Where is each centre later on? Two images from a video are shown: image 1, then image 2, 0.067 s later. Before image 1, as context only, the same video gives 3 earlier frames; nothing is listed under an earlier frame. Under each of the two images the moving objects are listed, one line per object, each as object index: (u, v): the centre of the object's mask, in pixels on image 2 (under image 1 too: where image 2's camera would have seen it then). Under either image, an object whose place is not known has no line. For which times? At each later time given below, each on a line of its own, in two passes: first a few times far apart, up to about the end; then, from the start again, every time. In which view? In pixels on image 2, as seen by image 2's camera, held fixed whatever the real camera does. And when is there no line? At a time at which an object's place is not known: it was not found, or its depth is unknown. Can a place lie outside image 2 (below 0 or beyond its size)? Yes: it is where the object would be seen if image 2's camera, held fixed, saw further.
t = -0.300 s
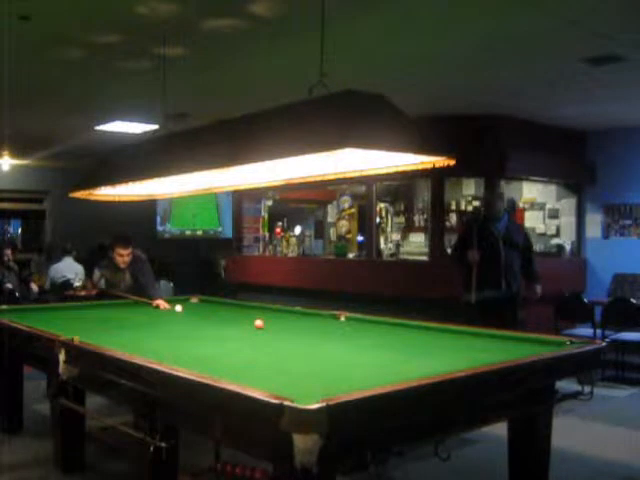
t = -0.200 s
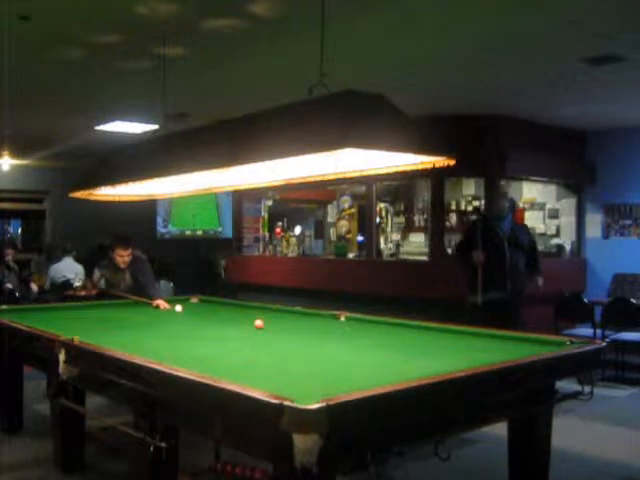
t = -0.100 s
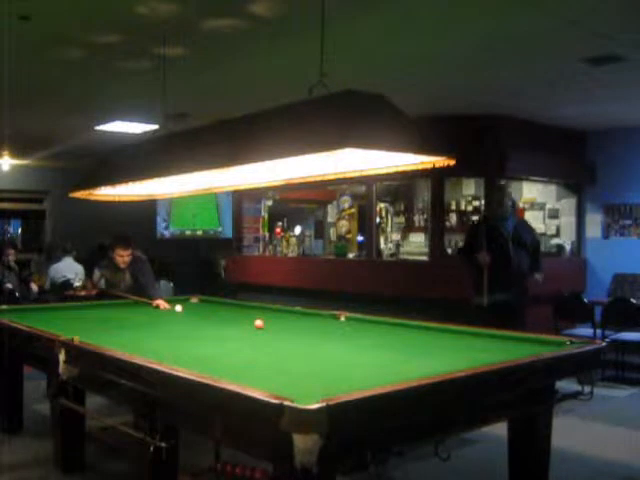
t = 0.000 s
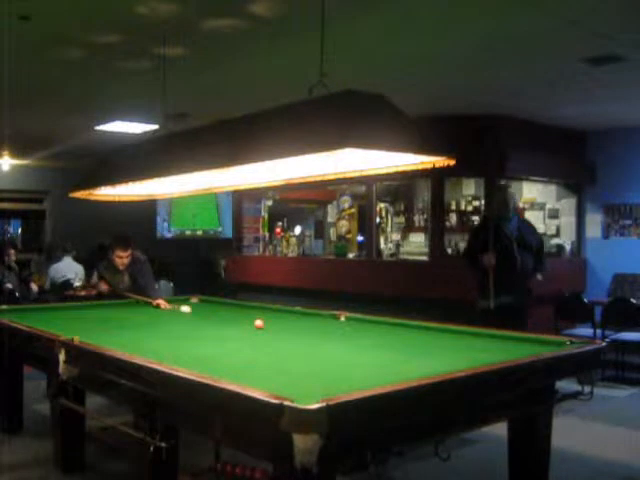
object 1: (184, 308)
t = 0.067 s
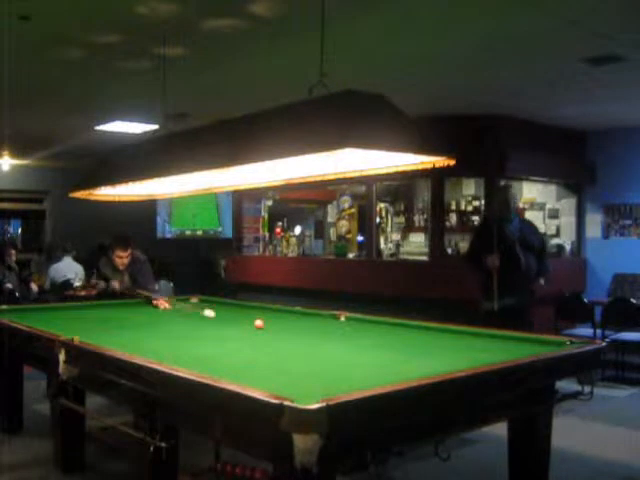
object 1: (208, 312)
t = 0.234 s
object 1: (275, 321)
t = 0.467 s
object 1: (355, 321)
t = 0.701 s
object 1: (386, 325)
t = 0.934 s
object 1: (391, 330)
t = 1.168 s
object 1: (398, 337)
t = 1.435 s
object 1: (407, 344)
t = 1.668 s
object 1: (415, 352)
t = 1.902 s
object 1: (425, 360)
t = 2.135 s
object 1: (436, 367)
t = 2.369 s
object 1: (413, 368)
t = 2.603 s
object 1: (386, 370)
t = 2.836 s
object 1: (359, 368)
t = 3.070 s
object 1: (336, 367)
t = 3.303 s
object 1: (314, 367)
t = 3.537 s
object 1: (295, 366)
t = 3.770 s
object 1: (277, 365)
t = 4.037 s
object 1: (259, 364)
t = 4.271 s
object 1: (244, 363)
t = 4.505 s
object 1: (232, 363)
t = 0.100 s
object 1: (222, 315)
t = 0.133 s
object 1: (234, 317)
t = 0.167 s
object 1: (248, 320)
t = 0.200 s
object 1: (263, 321)
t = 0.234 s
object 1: (275, 321)
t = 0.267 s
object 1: (287, 321)
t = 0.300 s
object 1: (298, 321)
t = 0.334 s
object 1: (310, 321)
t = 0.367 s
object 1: (321, 322)
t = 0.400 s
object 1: (332, 321)
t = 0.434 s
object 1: (343, 322)
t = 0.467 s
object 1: (355, 321)
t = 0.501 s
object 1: (366, 322)
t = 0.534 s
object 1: (376, 322)
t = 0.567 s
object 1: (387, 322)
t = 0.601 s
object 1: (388, 323)
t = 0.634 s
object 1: (387, 324)
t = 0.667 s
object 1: (387, 324)
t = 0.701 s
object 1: (386, 325)
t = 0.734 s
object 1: (386, 325)
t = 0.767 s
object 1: (387, 326)
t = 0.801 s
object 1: (387, 327)
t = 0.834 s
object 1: (388, 328)
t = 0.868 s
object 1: (389, 329)
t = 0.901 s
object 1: (390, 329)
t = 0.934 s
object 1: (391, 330)
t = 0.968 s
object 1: (392, 331)
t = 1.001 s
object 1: (393, 332)
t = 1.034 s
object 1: (394, 333)
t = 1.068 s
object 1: (394, 334)
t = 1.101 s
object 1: (395, 334)
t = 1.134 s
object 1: (397, 335)
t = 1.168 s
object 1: (398, 337)
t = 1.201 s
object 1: (399, 337)
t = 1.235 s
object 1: (400, 338)
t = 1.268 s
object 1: (401, 339)
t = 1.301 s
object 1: (402, 340)
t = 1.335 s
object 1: (403, 341)
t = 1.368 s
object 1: (404, 342)
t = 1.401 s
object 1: (406, 343)
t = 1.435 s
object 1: (407, 344)
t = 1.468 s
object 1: (408, 345)
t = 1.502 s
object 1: (409, 346)
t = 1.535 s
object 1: (410, 347)
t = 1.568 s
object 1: (412, 348)
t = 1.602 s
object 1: (413, 349)
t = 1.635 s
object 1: (414, 350)
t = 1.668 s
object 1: (415, 352)
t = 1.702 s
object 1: (416, 352)
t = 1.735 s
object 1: (418, 354)
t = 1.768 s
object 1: (419, 355)
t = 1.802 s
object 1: (421, 357)
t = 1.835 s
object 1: (422, 358)
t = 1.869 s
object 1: (424, 359)
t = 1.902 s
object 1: (425, 360)
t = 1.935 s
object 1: (426, 362)
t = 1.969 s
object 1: (428, 363)
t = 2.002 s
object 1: (429, 364)
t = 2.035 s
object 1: (431, 364)
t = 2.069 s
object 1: (433, 365)
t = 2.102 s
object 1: (435, 366)
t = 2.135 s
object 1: (436, 367)
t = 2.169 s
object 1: (437, 367)
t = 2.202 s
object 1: (435, 367)
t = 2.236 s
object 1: (428, 368)
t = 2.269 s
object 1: (425, 369)
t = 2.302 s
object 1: (421, 368)
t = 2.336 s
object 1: (417, 369)
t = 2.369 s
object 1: (413, 368)
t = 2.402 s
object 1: (409, 369)
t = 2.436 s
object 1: (405, 369)
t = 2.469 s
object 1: (401, 370)
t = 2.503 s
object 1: (397, 370)
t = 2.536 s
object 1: (393, 370)
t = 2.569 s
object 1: (390, 370)
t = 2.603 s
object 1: (386, 370)
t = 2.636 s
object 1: (382, 369)
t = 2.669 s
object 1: (378, 370)
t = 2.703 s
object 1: (375, 369)
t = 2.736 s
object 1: (370, 369)
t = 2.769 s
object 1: (367, 369)
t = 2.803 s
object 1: (363, 369)
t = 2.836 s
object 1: (359, 368)
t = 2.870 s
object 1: (356, 368)
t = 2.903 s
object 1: (352, 368)
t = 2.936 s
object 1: (349, 368)
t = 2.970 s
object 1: (346, 368)
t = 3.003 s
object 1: (342, 368)
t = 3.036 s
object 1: (339, 368)
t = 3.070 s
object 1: (336, 367)
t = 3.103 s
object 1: (333, 367)
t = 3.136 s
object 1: (330, 367)
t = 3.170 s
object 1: (327, 367)
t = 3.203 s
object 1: (324, 367)
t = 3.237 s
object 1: (321, 367)
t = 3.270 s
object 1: (317, 366)
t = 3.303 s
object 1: (314, 367)
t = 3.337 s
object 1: (312, 366)
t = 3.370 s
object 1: (309, 366)
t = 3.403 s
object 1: (306, 366)
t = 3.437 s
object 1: (303, 366)
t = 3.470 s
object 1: (300, 366)
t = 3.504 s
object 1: (297, 365)
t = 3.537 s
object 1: (295, 366)
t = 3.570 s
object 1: (292, 365)
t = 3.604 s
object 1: (289, 365)
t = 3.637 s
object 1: (286, 365)
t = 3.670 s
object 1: (284, 365)
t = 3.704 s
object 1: (282, 365)
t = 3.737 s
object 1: (279, 365)
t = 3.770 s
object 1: (277, 365)
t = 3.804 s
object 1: (274, 364)
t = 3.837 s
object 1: (272, 365)
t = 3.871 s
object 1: (270, 364)
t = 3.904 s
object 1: (267, 364)
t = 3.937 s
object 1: (265, 364)
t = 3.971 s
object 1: (263, 364)
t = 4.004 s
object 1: (261, 364)
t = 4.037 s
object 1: (259, 364)
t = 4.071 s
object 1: (256, 364)
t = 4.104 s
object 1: (255, 363)
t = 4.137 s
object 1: (253, 364)
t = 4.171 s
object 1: (250, 363)
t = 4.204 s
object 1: (249, 364)
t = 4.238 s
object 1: (246, 363)
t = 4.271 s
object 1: (244, 363)
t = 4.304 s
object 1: (242, 363)
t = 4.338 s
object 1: (241, 363)
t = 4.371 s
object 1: (239, 363)
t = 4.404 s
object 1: (237, 363)
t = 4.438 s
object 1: (235, 363)
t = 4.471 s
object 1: (234, 363)
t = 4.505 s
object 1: (232, 363)
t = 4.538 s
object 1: (231, 363)
